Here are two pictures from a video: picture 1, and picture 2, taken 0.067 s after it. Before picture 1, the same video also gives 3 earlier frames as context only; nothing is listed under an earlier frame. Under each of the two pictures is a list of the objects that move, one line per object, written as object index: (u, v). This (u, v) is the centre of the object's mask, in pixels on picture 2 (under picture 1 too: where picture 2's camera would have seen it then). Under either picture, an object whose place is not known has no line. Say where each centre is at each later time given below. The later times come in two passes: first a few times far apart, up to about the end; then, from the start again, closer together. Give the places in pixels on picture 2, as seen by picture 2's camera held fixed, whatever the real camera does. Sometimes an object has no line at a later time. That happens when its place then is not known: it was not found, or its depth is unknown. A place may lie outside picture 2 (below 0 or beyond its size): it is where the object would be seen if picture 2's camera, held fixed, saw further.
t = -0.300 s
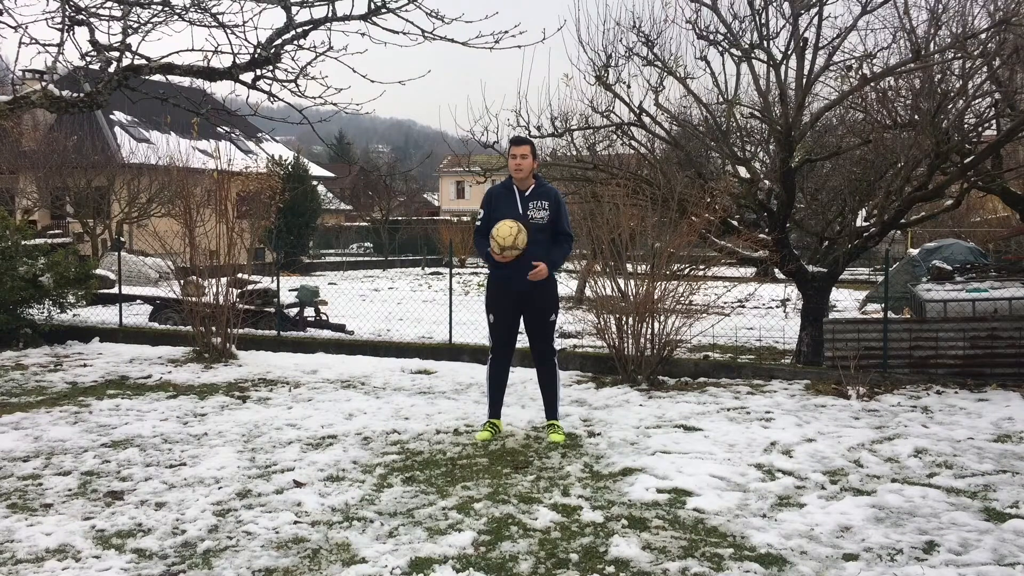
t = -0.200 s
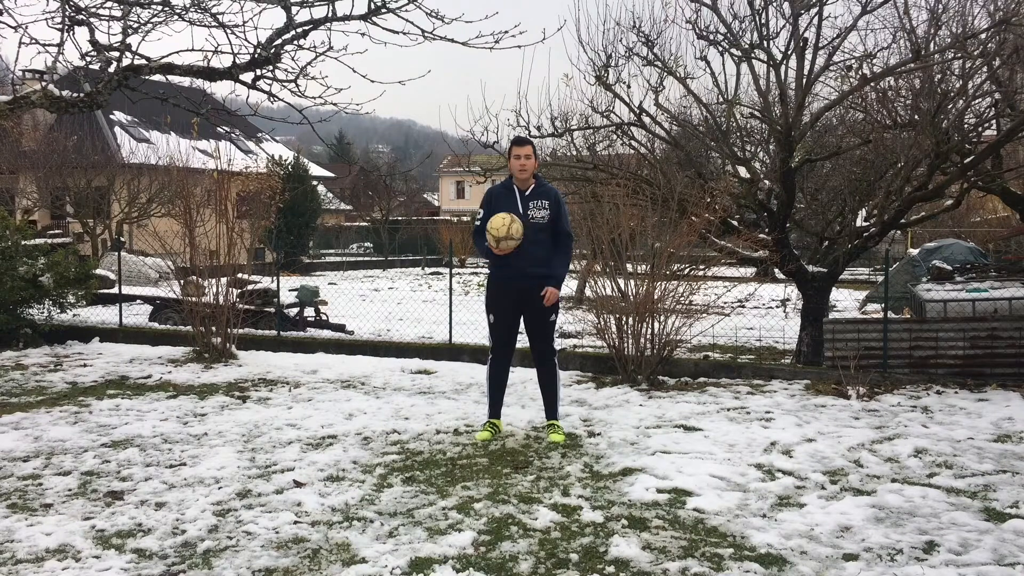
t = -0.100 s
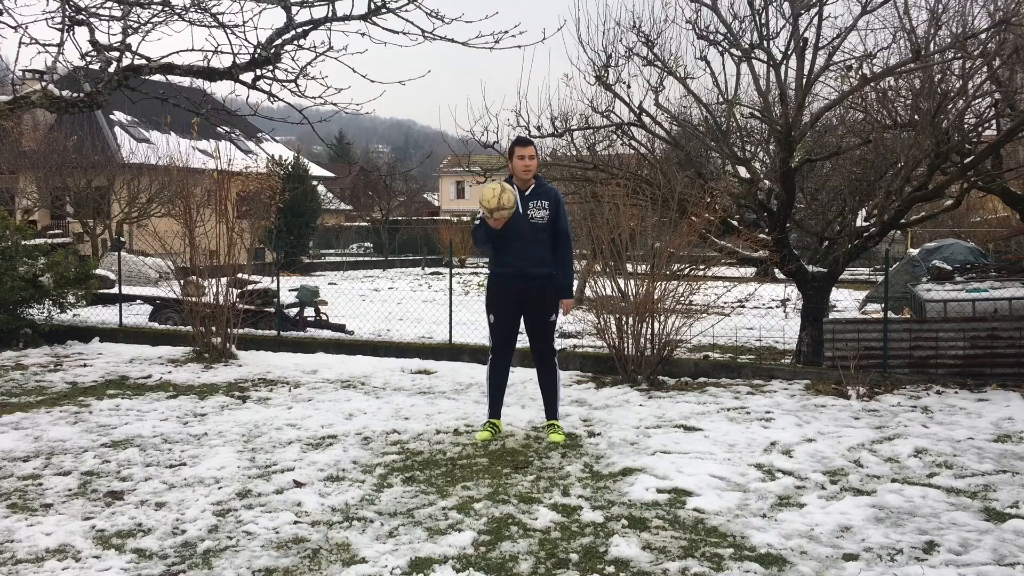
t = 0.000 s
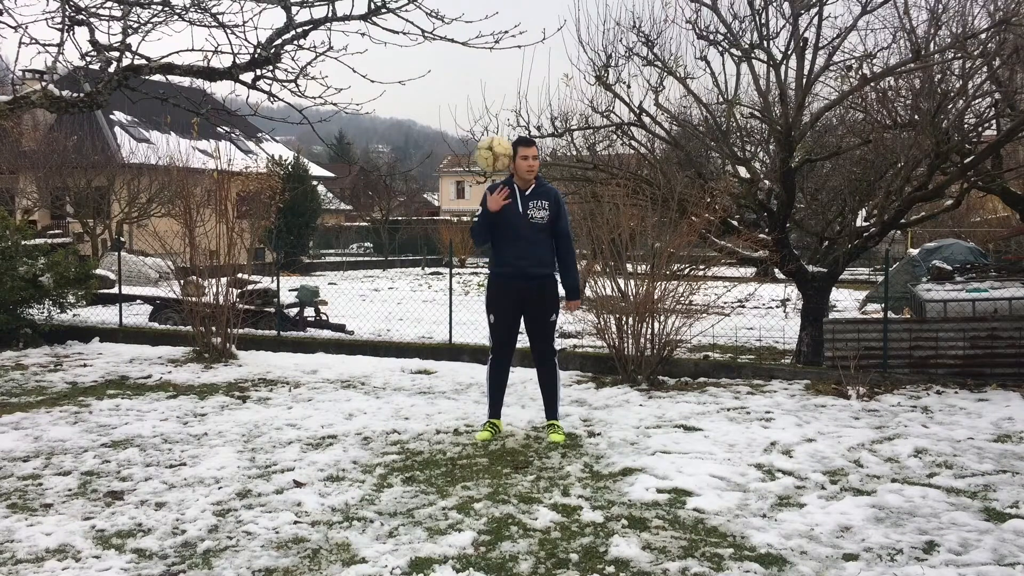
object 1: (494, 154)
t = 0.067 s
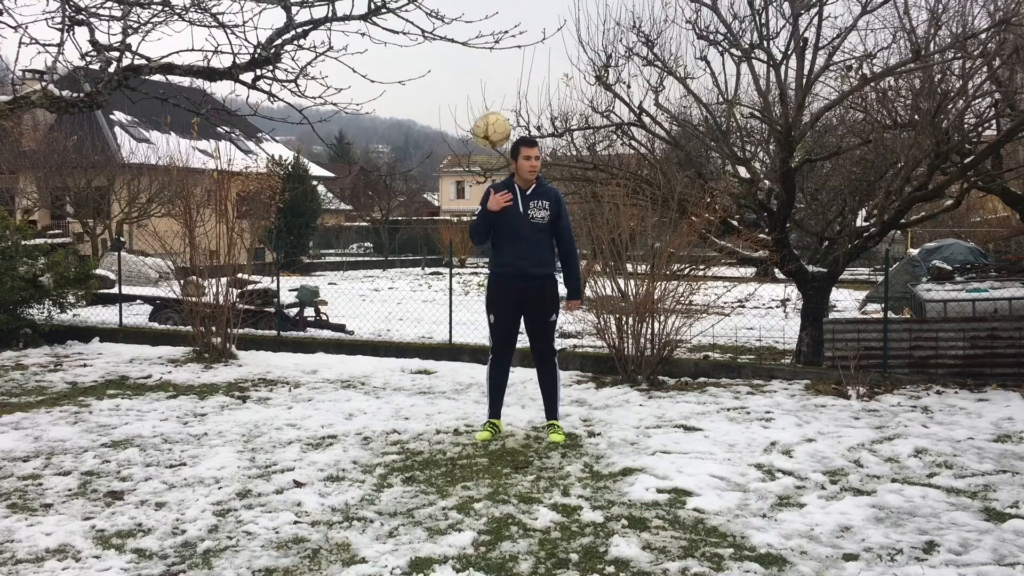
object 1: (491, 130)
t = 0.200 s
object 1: (487, 106)
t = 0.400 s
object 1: (480, 126)
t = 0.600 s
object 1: (475, 212)
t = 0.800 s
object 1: (465, 345)
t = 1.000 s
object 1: (448, 395)
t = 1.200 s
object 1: (424, 360)
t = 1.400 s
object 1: (398, 396)
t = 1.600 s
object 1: (378, 452)
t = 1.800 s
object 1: (370, 459)
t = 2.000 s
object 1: (369, 482)
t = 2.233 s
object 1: (371, 490)
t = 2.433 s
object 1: (379, 496)
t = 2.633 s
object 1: (390, 501)
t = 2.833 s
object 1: (393, 502)
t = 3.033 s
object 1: (394, 503)
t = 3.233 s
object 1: (394, 503)
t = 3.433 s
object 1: (394, 503)
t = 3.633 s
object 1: (394, 503)
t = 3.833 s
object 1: (394, 503)
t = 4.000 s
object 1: (394, 503)
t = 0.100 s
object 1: (490, 121)
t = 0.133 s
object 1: (489, 114)
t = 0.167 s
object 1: (488, 110)
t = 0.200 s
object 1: (487, 106)
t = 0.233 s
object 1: (486, 105)
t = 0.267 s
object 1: (485, 105)
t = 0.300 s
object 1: (483, 108)
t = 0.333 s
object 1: (483, 112)
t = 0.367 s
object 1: (481, 118)
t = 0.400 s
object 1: (480, 126)
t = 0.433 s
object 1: (480, 136)
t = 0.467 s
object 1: (478, 148)
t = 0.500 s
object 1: (477, 161)
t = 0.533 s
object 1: (477, 176)
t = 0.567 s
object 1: (476, 193)
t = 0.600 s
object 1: (475, 212)
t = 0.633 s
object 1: (474, 232)
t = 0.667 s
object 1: (473, 253)
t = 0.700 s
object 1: (471, 274)
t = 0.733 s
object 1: (469, 296)
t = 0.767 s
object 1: (467, 319)
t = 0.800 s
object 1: (465, 345)
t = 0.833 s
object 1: (463, 373)
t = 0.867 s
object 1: (462, 403)
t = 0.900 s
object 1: (460, 432)
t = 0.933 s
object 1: (456, 420)
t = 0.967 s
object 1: (452, 406)
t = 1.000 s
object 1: (448, 395)
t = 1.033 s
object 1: (444, 385)
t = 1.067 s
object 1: (440, 376)
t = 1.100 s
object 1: (436, 369)
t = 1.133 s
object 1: (432, 364)
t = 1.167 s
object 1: (428, 361)
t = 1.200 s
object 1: (424, 360)
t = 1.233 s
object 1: (419, 360)
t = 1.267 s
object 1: (415, 363)
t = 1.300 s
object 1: (411, 368)
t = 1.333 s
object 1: (406, 375)
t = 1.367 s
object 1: (402, 384)
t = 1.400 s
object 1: (398, 396)
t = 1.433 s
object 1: (393, 409)
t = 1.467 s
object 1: (389, 425)
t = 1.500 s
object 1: (384, 443)
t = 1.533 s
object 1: (380, 463)
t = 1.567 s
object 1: (379, 459)
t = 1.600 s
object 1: (378, 452)
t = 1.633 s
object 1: (376, 448)
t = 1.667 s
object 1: (375, 447)
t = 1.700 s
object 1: (374, 447)
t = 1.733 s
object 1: (373, 449)
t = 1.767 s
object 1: (372, 453)
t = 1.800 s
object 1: (370, 459)
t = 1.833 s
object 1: (369, 469)
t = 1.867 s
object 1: (369, 478)
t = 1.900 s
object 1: (369, 478)
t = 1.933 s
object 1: (369, 478)
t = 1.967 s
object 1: (369, 480)
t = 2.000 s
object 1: (369, 482)
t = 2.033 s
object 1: (370, 485)
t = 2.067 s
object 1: (370, 486)
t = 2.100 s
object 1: (370, 486)
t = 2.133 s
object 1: (370, 487)
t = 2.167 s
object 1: (370, 489)
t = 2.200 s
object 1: (371, 489)
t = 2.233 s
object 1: (371, 490)
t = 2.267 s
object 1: (372, 491)
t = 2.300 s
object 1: (373, 492)
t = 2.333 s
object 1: (375, 493)
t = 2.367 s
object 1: (376, 494)
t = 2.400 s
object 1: (377, 495)
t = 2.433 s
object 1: (379, 496)
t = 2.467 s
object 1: (381, 497)
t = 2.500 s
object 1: (383, 498)
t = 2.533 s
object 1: (384, 500)
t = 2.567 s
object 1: (386, 500)
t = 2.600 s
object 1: (388, 501)
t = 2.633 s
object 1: (390, 501)
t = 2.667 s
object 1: (391, 502)
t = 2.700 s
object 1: (392, 501)
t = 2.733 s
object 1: (392, 502)
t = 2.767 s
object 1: (393, 502)
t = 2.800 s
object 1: (393, 502)
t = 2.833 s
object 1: (393, 502)
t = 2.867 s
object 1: (394, 503)
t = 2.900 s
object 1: (394, 503)
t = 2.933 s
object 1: (394, 503)
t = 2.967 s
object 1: (394, 503)
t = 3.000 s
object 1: (394, 503)
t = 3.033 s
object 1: (394, 503)
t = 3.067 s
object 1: (394, 503)
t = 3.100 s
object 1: (395, 503)
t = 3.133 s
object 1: (394, 503)
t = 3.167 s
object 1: (394, 503)
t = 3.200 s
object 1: (394, 503)
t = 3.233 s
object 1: (394, 503)
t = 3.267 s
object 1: (394, 503)
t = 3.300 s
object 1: (394, 503)
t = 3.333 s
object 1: (394, 503)
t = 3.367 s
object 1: (394, 503)
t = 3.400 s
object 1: (394, 503)
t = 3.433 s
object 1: (394, 503)
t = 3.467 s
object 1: (394, 503)
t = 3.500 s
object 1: (394, 503)
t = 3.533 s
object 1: (394, 503)
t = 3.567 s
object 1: (394, 503)
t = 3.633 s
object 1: (394, 503)
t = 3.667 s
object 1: (394, 503)
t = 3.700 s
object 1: (394, 503)
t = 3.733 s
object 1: (394, 503)
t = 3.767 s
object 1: (394, 503)
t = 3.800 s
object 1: (394, 503)
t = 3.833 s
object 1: (394, 503)
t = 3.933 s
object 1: (394, 503)
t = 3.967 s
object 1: (394, 503)
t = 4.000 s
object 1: (394, 503)
